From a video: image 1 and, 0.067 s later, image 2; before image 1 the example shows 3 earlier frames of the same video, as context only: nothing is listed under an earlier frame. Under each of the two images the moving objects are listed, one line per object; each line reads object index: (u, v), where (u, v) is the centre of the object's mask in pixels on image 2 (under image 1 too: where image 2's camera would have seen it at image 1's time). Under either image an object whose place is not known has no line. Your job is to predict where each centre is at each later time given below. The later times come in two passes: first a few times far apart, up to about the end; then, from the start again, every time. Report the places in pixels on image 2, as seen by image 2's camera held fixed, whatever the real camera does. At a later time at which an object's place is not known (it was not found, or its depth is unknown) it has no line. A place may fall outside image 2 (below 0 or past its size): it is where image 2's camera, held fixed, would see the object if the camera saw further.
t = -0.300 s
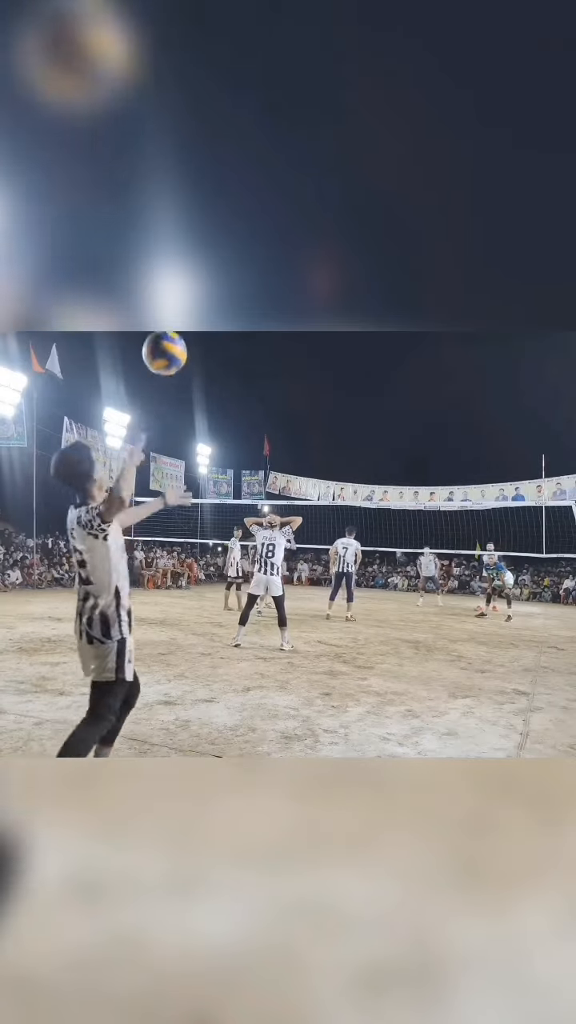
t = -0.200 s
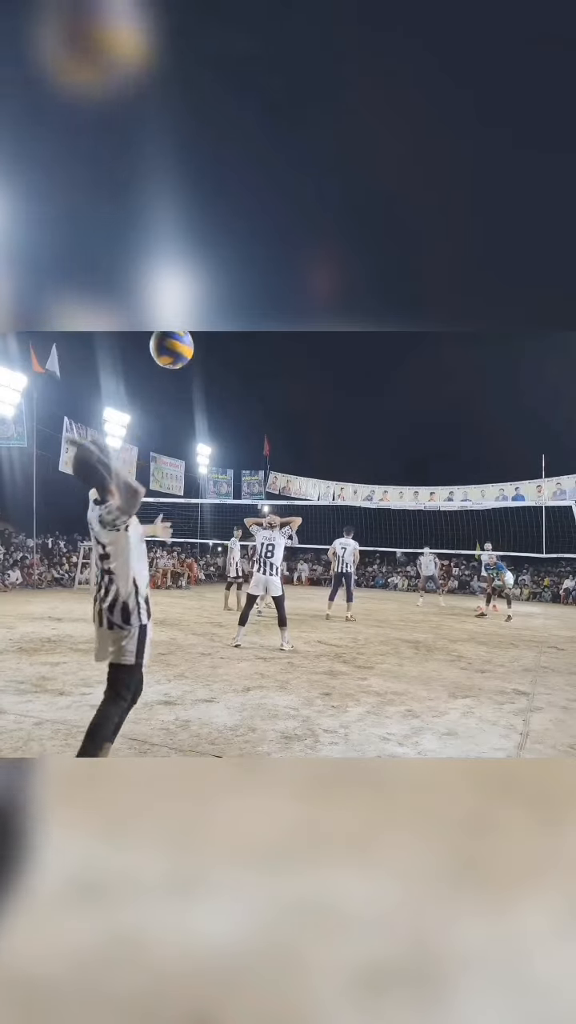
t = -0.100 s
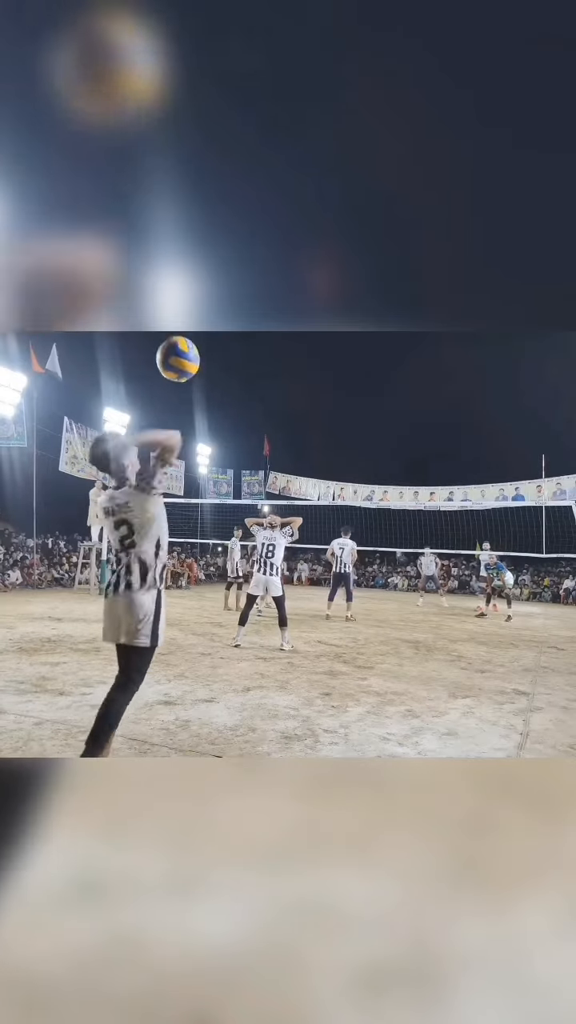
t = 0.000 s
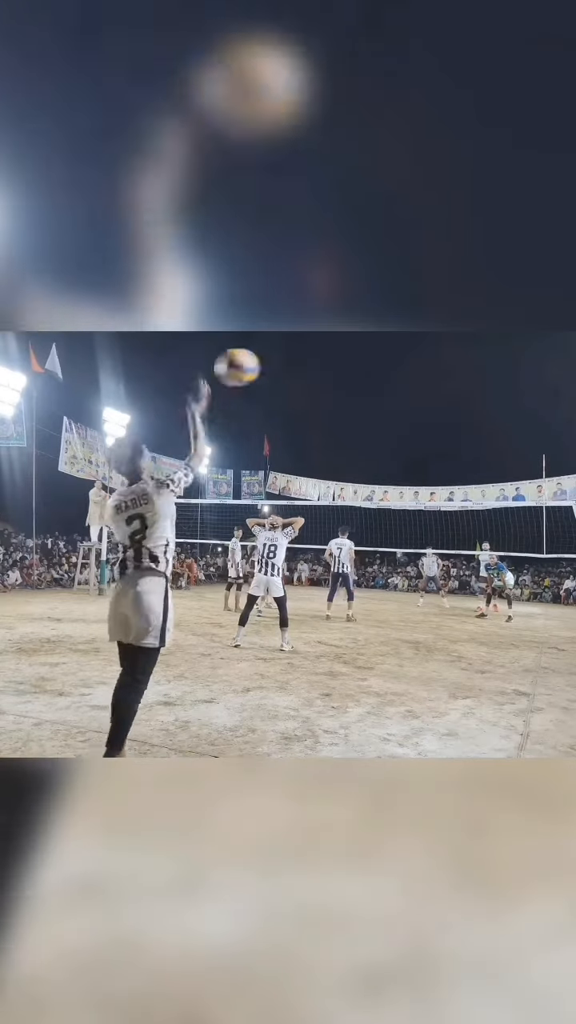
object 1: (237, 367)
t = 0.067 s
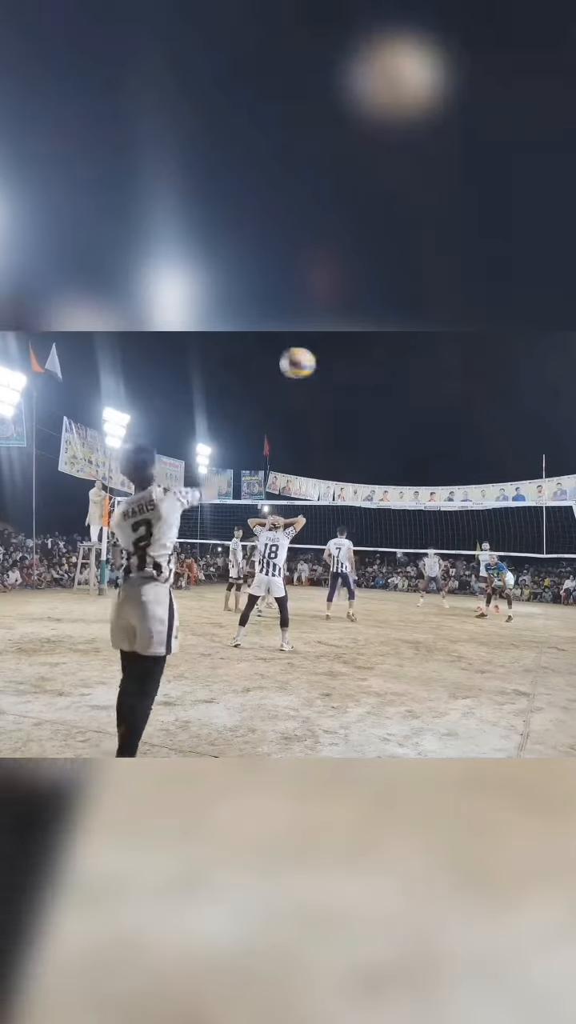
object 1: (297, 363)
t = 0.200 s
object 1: (368, 368)
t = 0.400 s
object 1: (423, 395)
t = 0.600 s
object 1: (451, 432)
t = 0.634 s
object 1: (455, 439)
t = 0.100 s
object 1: (320, 363)
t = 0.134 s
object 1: (339, 363)
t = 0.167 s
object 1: (355, 365)
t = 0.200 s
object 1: (368, 368)
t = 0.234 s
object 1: (380, 372)
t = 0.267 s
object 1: (392, 375)
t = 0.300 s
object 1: (401, 380)
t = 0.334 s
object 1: (409, 385)
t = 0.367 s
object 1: (416, 390)
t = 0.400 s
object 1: (423, 395)
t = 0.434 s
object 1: (429, 400)
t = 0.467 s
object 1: (434, 406)
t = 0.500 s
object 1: (439, 412)
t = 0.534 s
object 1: (443, 419)
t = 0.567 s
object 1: (448, 425)
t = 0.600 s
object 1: (451, 432)
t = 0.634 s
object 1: (455, 439)
